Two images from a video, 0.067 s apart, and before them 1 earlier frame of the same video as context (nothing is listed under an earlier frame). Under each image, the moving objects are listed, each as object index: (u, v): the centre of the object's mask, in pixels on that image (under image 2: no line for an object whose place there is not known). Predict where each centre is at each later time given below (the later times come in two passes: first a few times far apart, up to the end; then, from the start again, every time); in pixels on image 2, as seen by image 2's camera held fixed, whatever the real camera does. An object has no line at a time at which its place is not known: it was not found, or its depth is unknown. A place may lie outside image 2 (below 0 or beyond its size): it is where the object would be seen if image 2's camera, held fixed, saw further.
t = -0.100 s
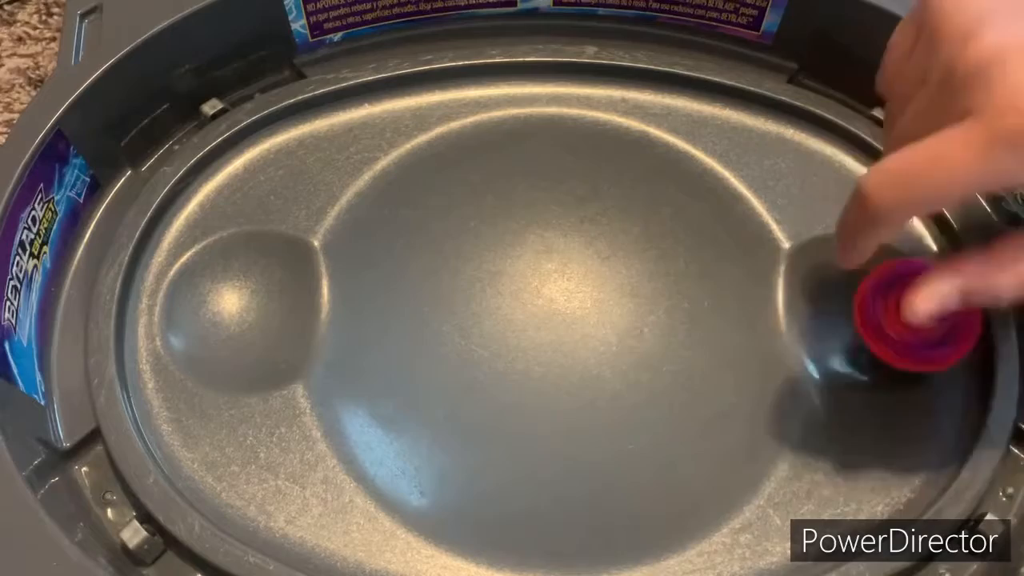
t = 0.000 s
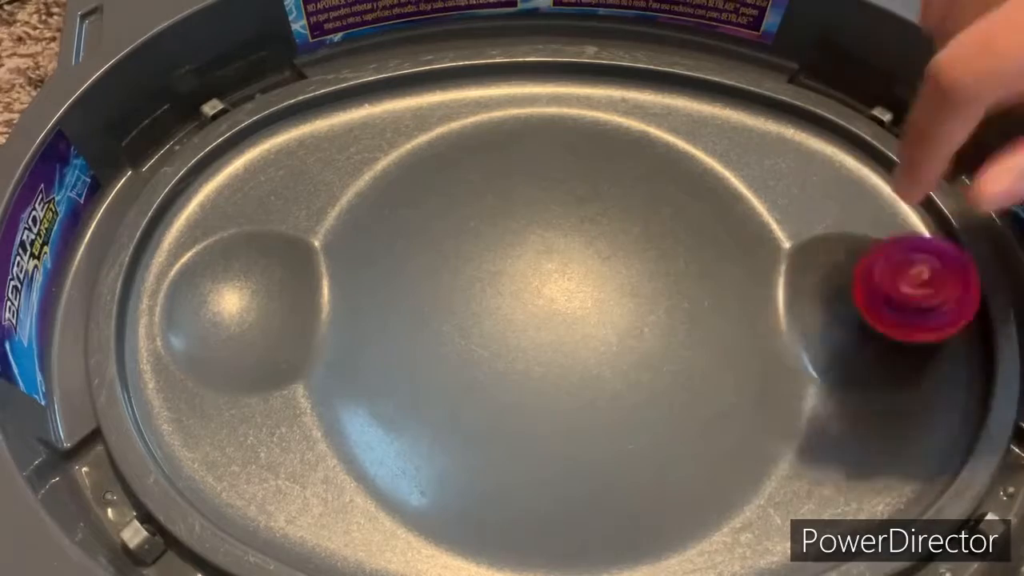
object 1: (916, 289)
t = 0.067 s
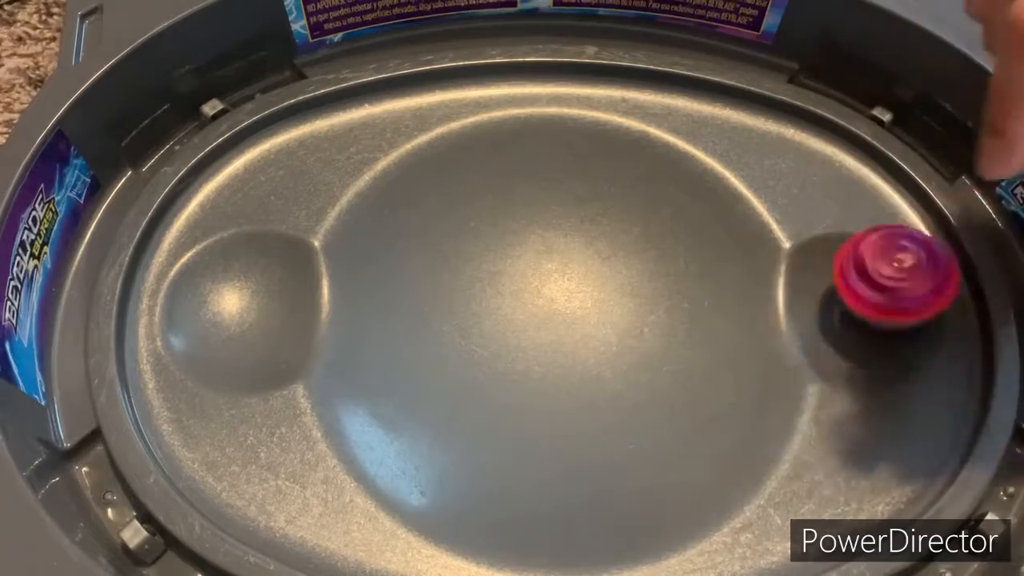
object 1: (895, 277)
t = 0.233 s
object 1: (827, 298)
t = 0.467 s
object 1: (754, 279)
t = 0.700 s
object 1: (555, 220)
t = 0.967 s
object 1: (402, 222)
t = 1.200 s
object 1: (433, 325)
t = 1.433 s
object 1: (590, 410)
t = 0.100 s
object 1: (877, 282)
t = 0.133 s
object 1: (862, 283)
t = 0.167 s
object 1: (846, 286)
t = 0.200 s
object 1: (836, 291)
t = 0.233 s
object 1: (827, 298)
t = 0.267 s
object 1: (821, 306)
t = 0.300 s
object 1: (817, 311)
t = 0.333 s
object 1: (809, 313)
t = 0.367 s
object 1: (802, 310)
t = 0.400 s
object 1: (787, 311)
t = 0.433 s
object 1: (773, 302)
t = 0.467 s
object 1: (754, 279)
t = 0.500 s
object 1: (728, 268)
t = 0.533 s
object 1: (698, 256)
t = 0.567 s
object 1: (666, 252)
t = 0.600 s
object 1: (637, 240)
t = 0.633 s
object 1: (610, 233)
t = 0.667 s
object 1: (582, 225)
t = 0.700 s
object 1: (555, 220)
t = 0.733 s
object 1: (531, 216)
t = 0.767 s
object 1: (504, 211)
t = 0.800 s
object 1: (484, 203)
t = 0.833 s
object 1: (460, 208)
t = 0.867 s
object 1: (443, 211)
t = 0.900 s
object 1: (426, 207)
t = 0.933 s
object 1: (412, 215)
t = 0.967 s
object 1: (402, 222)
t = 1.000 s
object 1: (394, 234)
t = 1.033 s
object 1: (392, 246)
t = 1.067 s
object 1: (393, 257)
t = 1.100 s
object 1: (400, 273)
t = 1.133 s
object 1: (406, 290)
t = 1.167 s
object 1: (421, 307)
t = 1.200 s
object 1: (433, 325)
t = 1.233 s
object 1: (454, 342)
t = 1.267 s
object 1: (472, 356)
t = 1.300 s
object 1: (496, 373)
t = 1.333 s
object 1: (517, 383)
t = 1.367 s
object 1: (542, 396)
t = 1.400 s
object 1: (567, 402)
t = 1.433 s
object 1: (590, 410)
